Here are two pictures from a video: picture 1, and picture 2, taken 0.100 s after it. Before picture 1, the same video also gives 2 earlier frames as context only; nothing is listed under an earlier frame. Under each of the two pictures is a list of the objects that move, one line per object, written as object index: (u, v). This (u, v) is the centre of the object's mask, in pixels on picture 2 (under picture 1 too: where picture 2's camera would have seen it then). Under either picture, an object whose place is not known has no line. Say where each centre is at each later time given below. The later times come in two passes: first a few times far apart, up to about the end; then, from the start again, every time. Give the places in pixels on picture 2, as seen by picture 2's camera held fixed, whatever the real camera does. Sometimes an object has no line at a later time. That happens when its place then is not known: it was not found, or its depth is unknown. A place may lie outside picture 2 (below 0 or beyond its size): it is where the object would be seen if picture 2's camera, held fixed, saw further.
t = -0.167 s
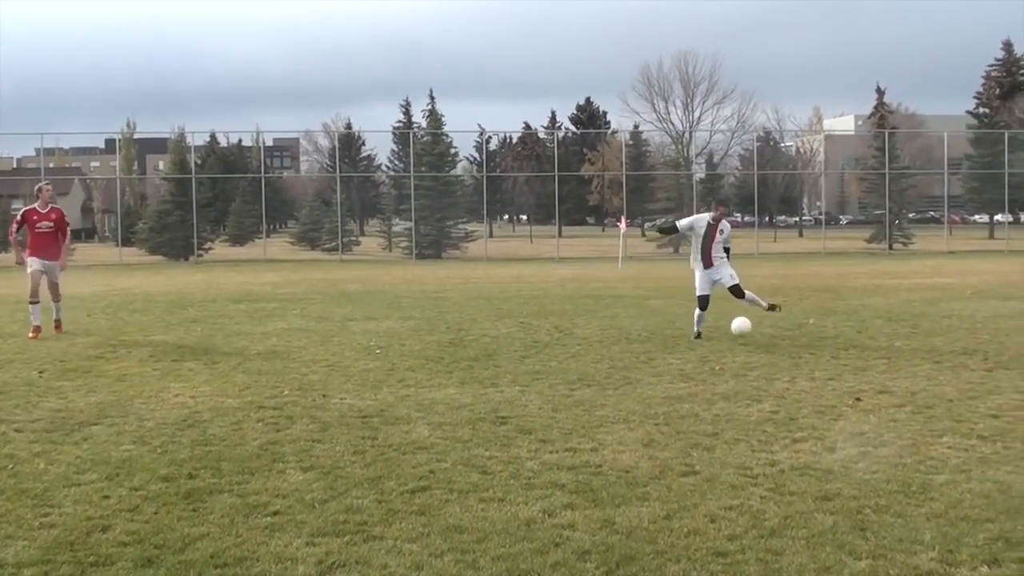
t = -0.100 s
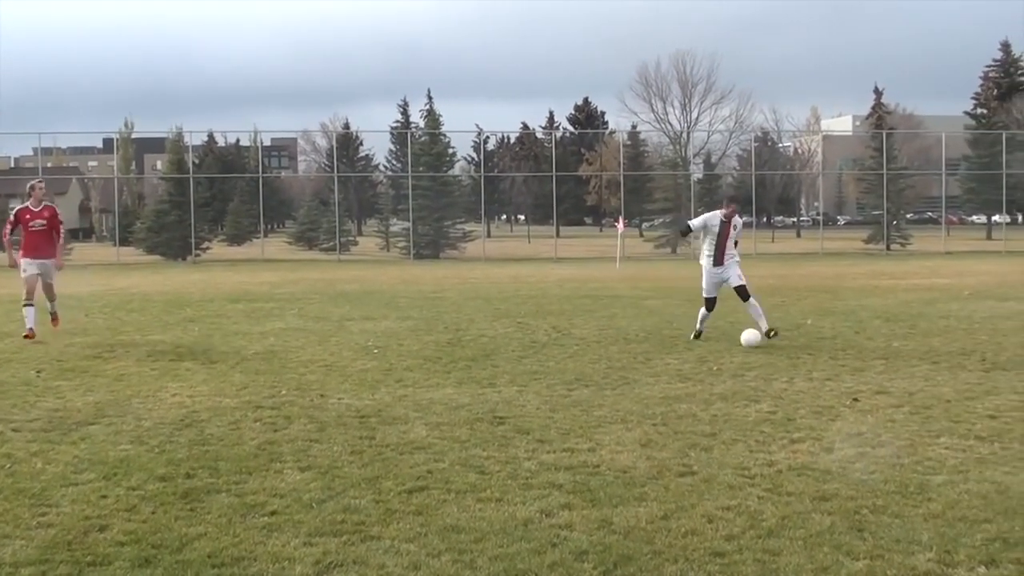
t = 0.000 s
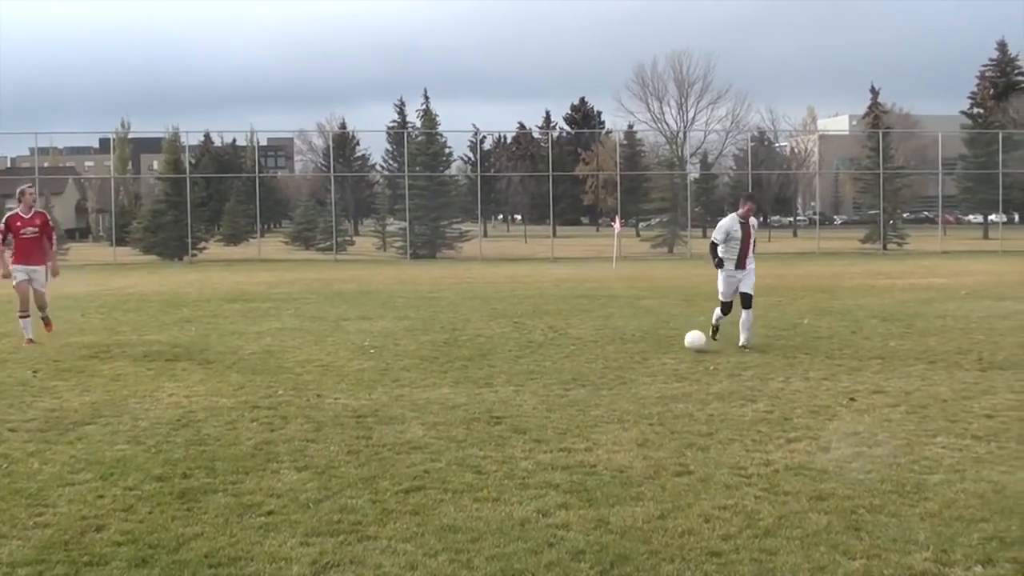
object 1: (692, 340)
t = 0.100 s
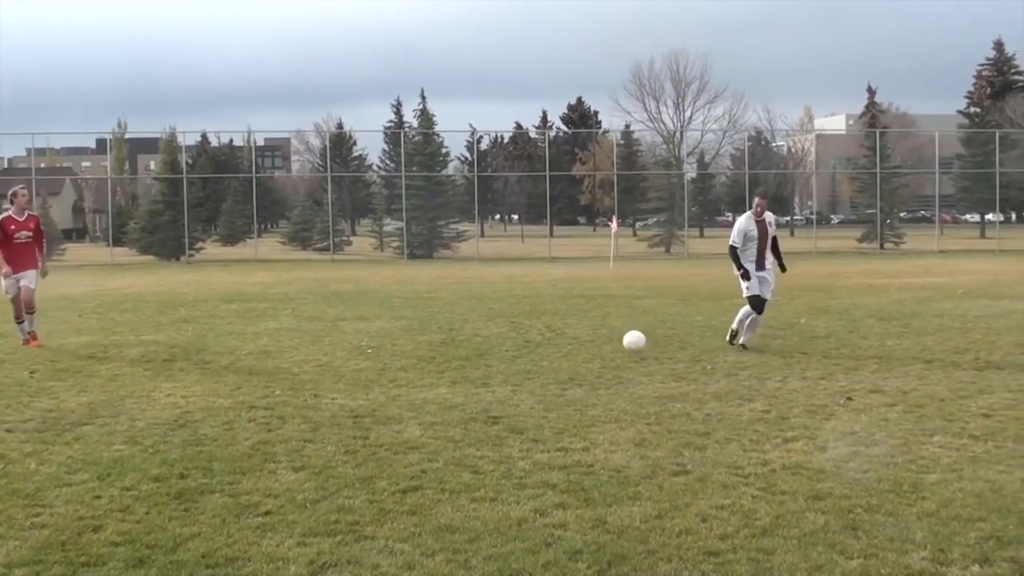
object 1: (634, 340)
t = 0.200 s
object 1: (572, 352)
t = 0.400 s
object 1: (476, 358)
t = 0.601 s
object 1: (390, 365)
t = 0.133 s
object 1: (614, 344)
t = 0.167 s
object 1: (593, 348)
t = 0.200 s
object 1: (572, 352)
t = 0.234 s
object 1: (554, 354)
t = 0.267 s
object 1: (539, 352)
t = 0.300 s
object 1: (524, 352)
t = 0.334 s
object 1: (508, 352)
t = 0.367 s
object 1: (492, 355)
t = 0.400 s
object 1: (476, 358)
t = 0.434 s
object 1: (460, 362)
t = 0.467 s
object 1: (445, 365)
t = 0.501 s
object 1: (432, 364)
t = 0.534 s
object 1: (418, 364)
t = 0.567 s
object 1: (404, 364)
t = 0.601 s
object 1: (390, 365)
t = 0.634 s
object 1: (376, 368)
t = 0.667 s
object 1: (362, 374)
